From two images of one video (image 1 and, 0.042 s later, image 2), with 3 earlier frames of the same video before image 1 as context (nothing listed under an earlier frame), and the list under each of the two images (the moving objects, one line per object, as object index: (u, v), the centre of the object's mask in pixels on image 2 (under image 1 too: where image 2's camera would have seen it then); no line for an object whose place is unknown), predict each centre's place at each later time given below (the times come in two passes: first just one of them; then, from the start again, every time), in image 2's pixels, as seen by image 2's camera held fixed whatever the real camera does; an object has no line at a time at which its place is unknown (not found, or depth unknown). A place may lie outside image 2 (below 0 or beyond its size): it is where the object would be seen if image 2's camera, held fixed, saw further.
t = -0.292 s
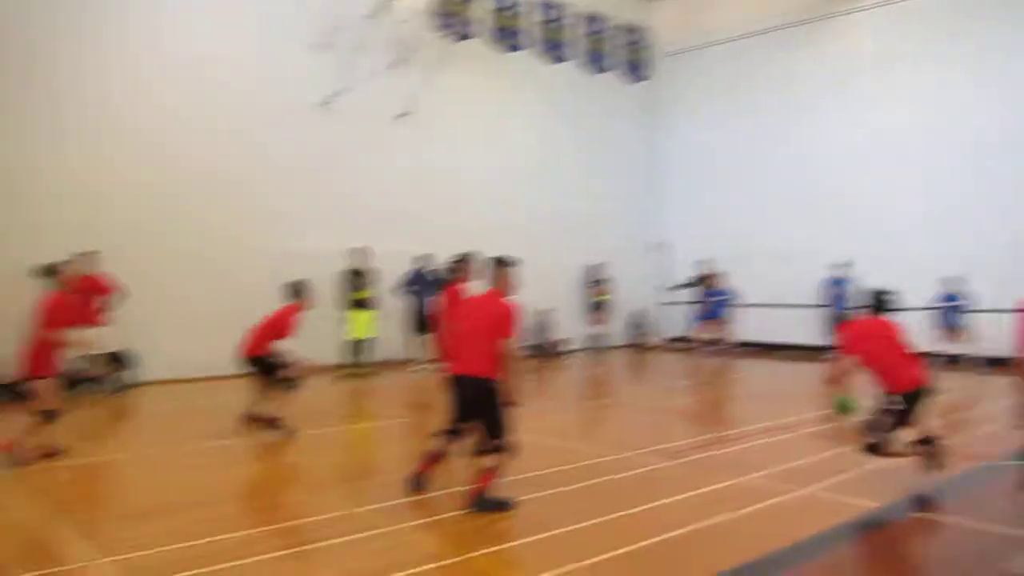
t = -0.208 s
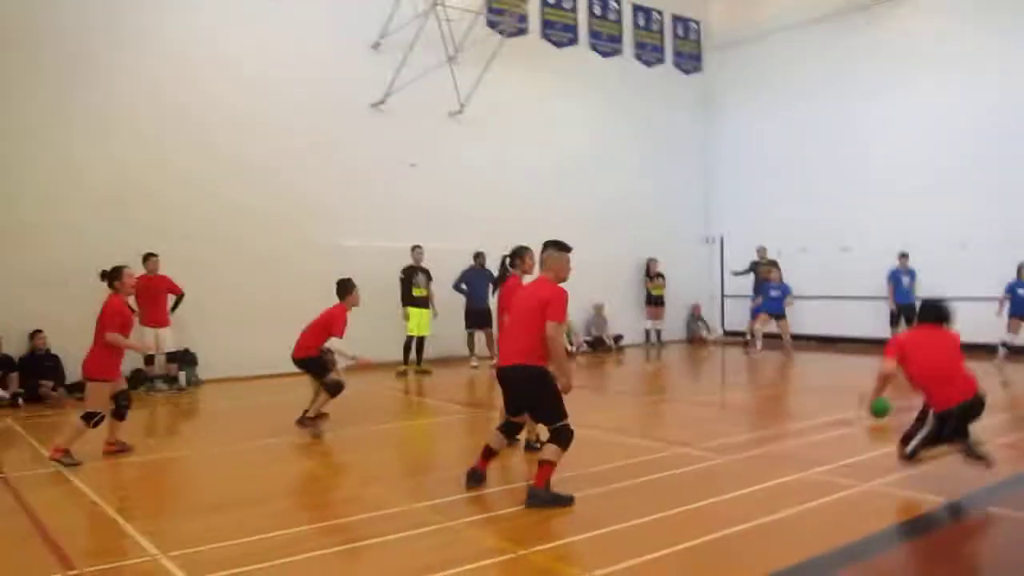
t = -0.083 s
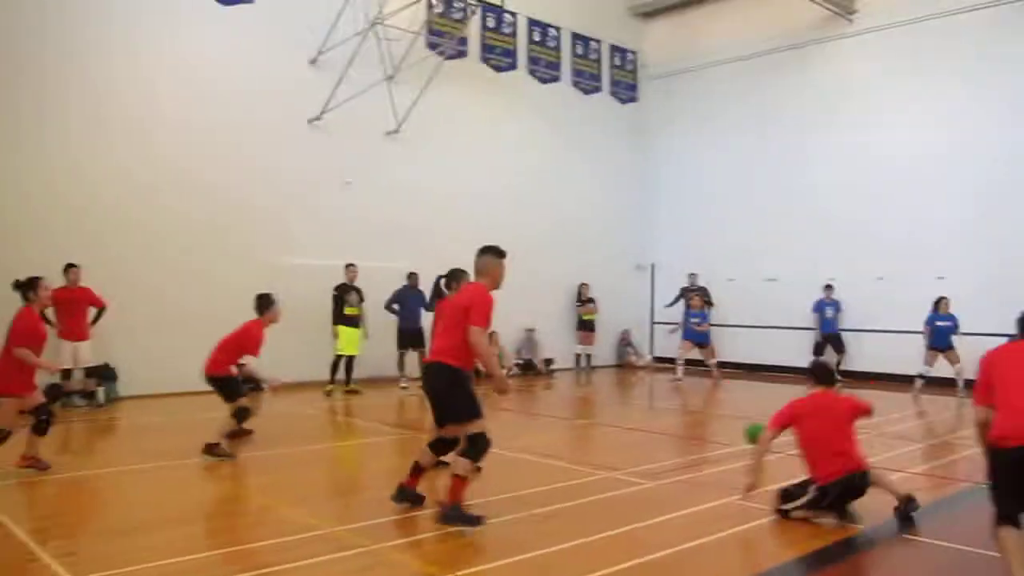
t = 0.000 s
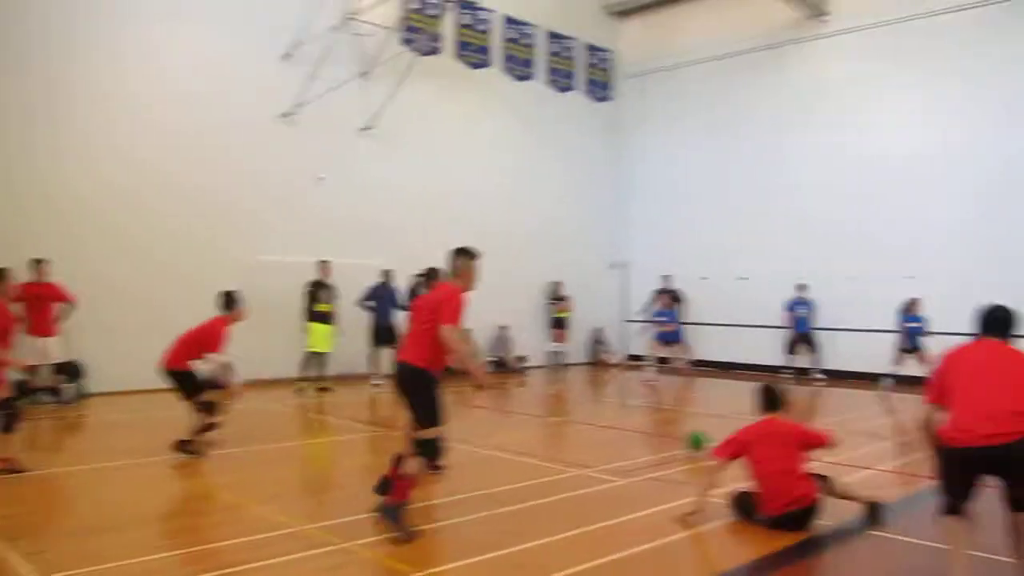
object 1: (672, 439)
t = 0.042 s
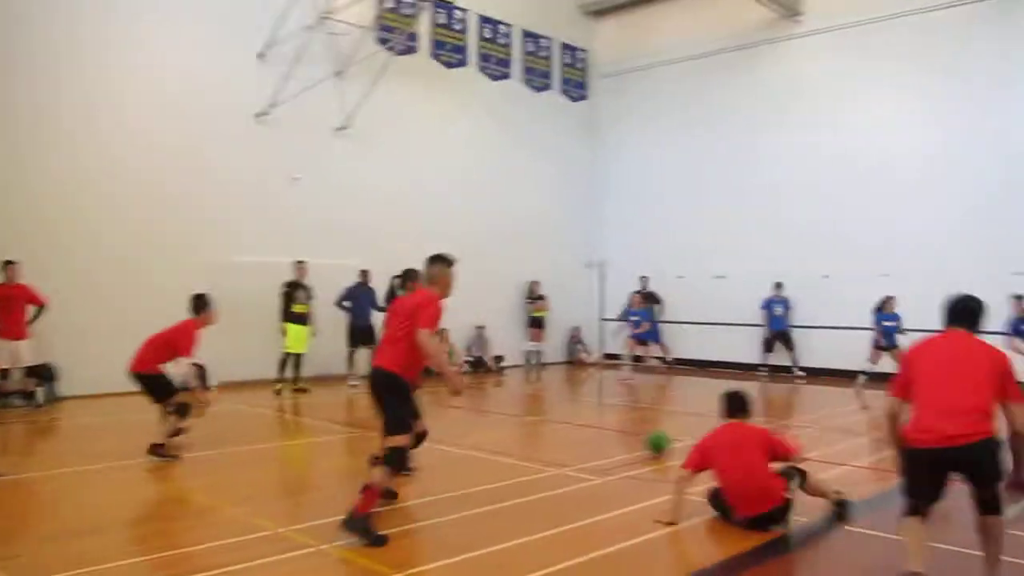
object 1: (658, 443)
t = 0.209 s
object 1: (593, 450)
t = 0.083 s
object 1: (642, 441)
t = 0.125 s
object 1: (627, 443)
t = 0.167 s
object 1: (610, 445)
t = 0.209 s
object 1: (593, 450)
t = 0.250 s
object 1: (575, 455)
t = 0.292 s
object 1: (558, 455)
